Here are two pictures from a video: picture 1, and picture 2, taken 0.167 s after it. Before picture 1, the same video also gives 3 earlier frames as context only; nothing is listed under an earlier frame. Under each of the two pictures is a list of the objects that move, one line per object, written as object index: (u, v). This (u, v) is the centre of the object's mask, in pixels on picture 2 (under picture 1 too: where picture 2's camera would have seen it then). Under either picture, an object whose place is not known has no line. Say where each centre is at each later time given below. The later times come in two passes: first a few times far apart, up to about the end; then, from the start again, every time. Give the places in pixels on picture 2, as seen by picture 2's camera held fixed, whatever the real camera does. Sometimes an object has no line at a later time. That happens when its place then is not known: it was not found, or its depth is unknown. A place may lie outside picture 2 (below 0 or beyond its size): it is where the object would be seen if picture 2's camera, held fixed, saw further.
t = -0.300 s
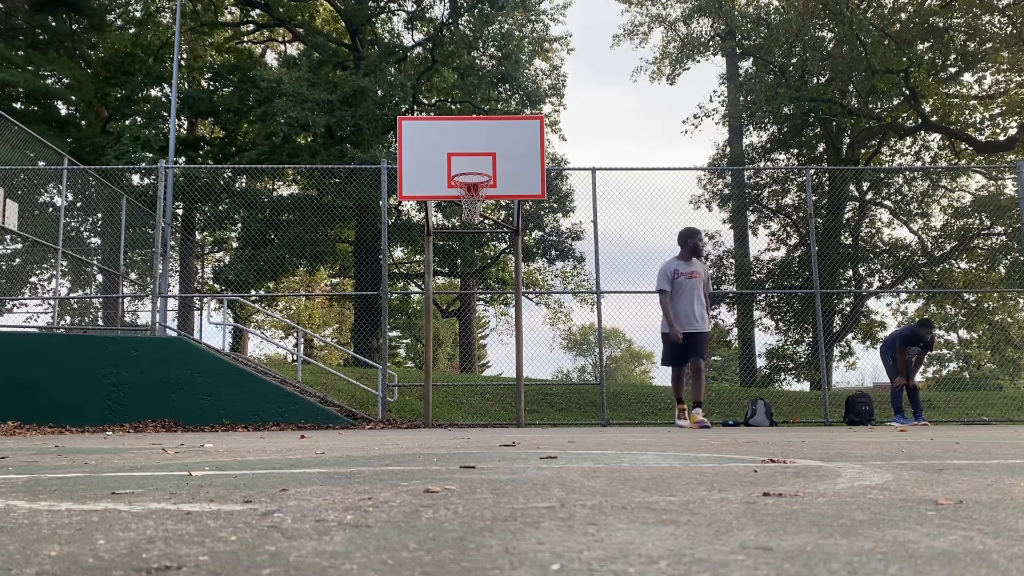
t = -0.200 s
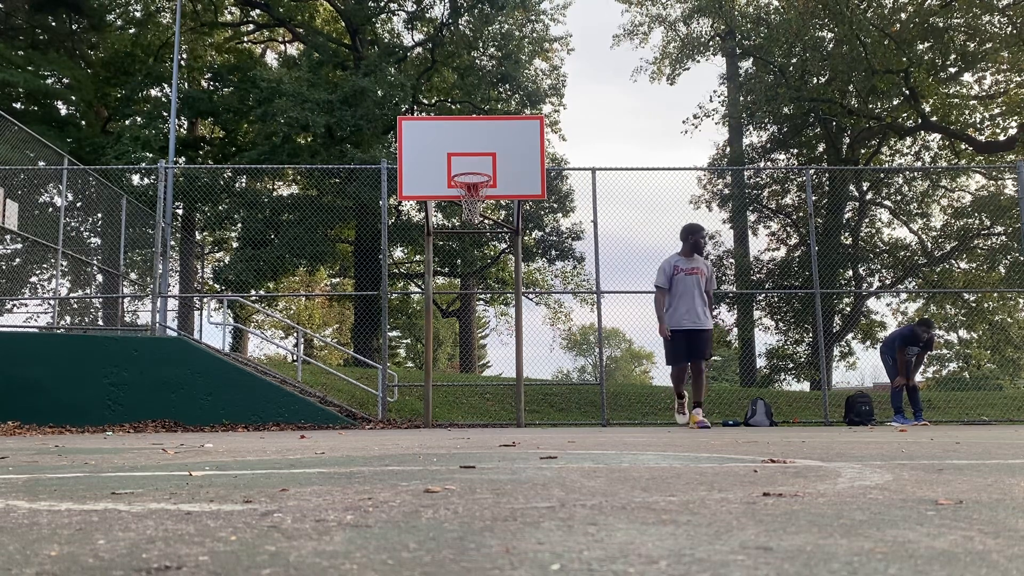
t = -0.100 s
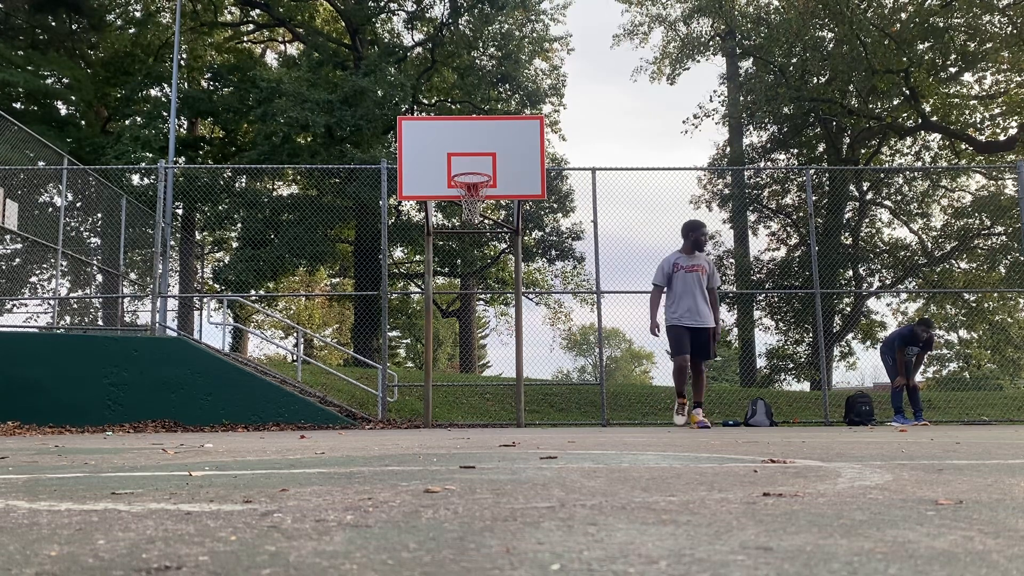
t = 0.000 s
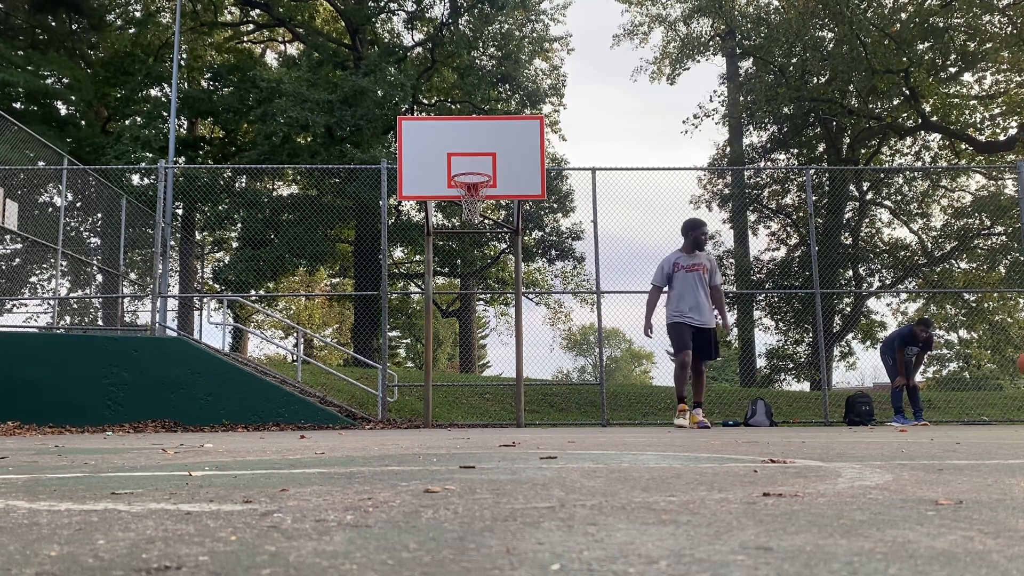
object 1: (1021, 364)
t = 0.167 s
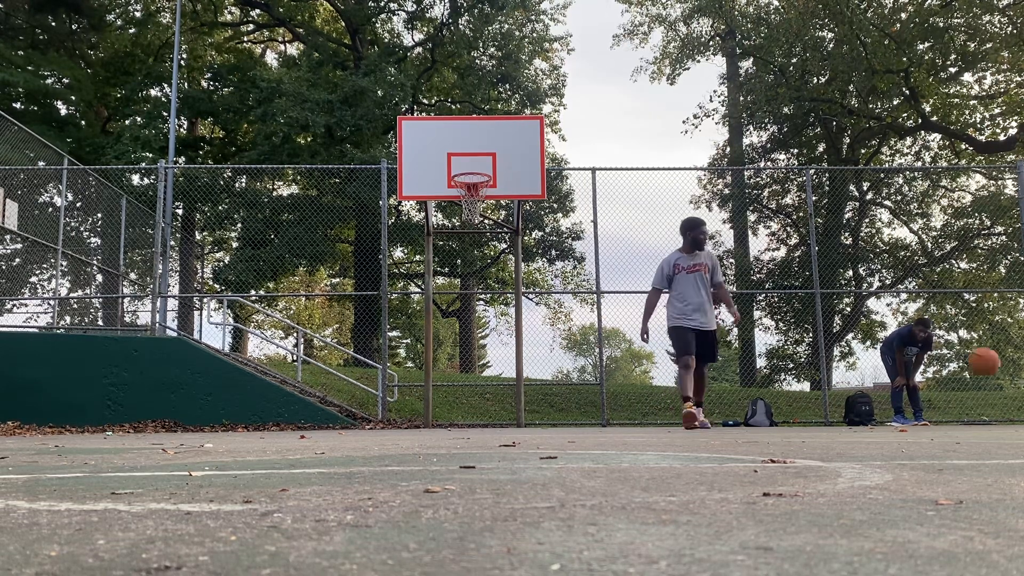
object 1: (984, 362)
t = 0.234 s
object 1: (964, 328)
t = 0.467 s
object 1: (897, 253)
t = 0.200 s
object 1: (974, 344)
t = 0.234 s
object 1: (964, 328)
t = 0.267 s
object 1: (954, 313)
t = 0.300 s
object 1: (945, 300)
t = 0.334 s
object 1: (935, 288)
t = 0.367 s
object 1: (925, 277)
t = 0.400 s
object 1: (916, 268)
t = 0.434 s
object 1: (907, 259)
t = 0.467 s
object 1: (897, 253)
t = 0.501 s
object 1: (888, 247)
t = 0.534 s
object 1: (879, 242)
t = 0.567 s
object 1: (870, 239)
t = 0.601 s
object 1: (859, 238)
